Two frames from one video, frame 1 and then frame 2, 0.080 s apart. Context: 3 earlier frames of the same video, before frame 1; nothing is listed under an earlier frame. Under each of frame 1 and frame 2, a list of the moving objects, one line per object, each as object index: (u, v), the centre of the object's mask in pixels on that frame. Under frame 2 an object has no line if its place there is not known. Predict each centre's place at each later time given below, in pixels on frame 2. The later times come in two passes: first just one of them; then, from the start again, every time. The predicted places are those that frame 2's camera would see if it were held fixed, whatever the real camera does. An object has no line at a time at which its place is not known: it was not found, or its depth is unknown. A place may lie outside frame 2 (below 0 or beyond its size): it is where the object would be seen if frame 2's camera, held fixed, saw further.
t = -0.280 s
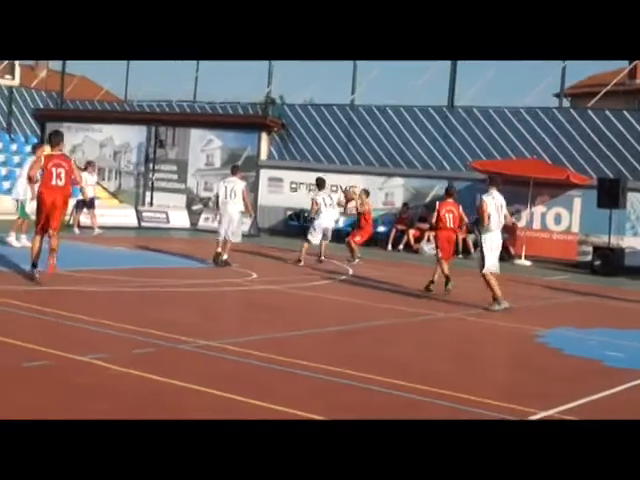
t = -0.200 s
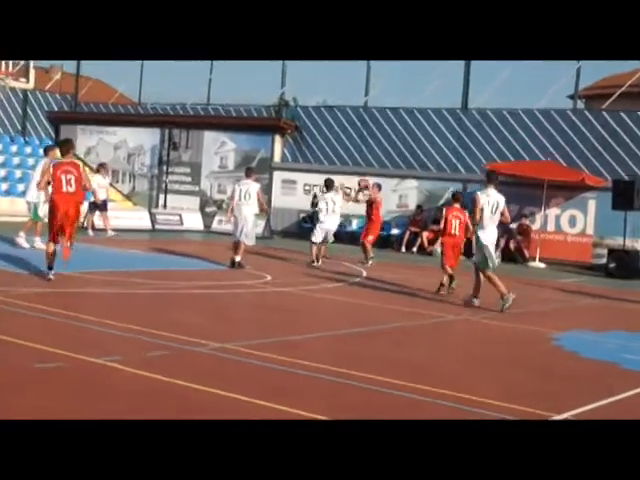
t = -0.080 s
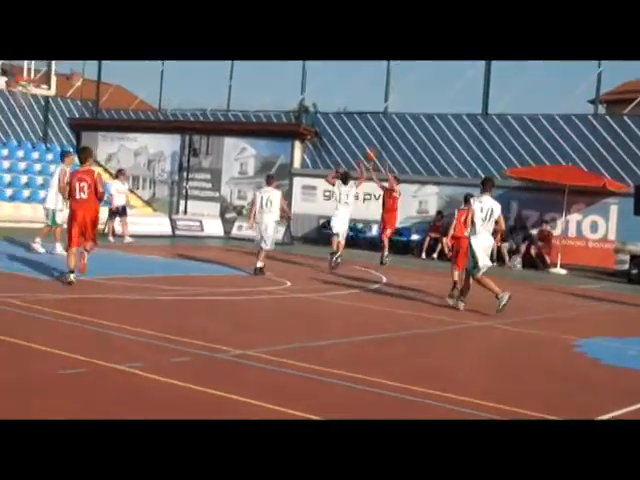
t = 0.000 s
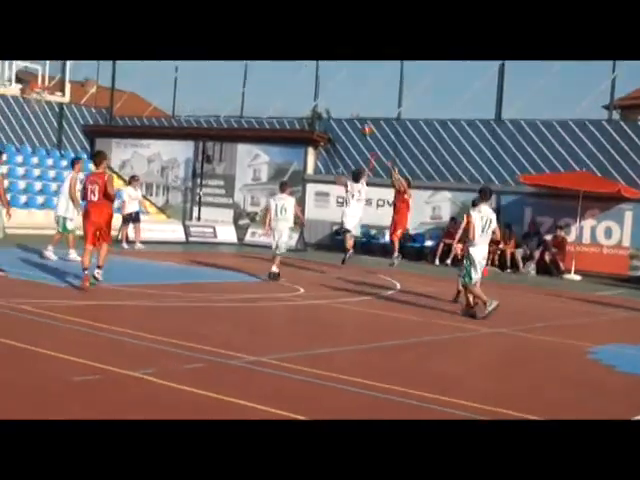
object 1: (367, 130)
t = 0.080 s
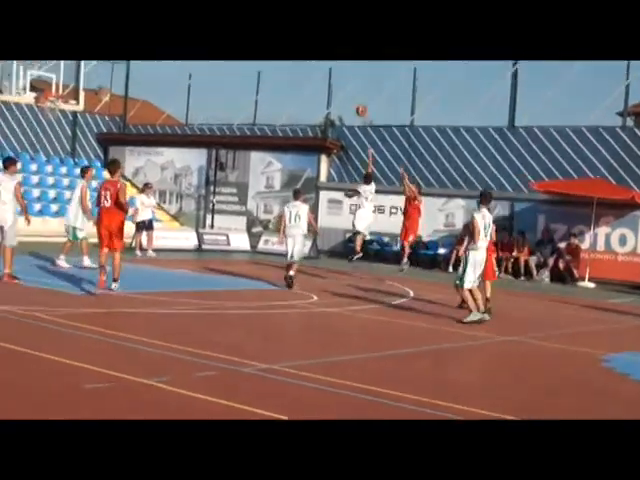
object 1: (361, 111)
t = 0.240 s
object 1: (326, 67)
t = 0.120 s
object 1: (352, 99)
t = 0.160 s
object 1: (344, 86)
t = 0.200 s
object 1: (335, 75)
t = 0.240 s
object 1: (326, 67)
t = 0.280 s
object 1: (316, 57)
